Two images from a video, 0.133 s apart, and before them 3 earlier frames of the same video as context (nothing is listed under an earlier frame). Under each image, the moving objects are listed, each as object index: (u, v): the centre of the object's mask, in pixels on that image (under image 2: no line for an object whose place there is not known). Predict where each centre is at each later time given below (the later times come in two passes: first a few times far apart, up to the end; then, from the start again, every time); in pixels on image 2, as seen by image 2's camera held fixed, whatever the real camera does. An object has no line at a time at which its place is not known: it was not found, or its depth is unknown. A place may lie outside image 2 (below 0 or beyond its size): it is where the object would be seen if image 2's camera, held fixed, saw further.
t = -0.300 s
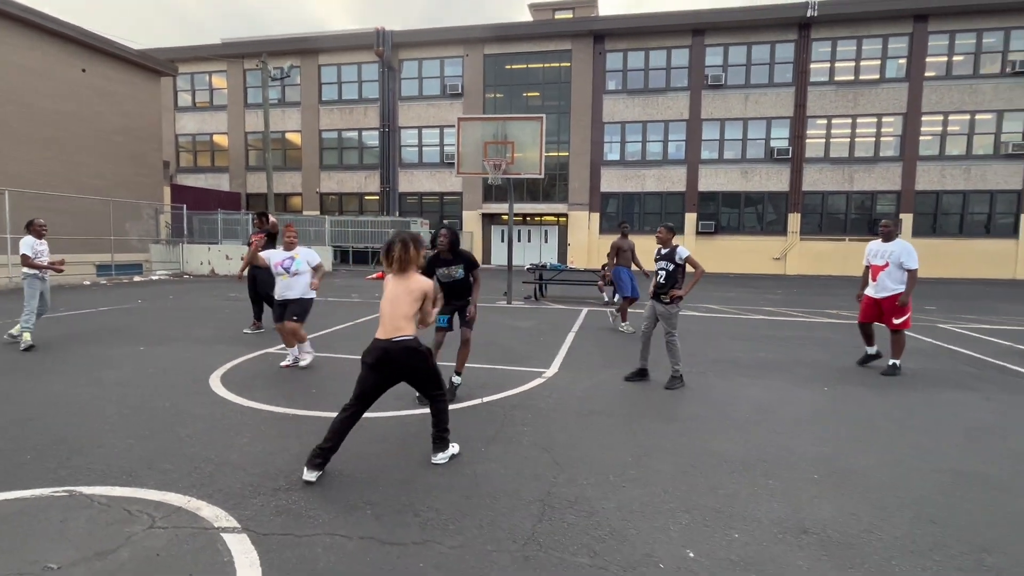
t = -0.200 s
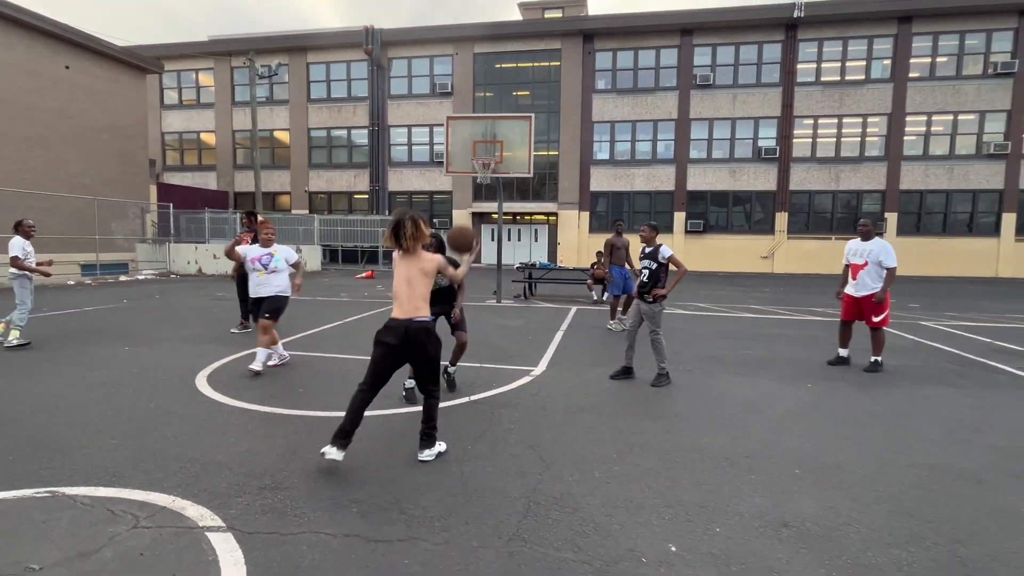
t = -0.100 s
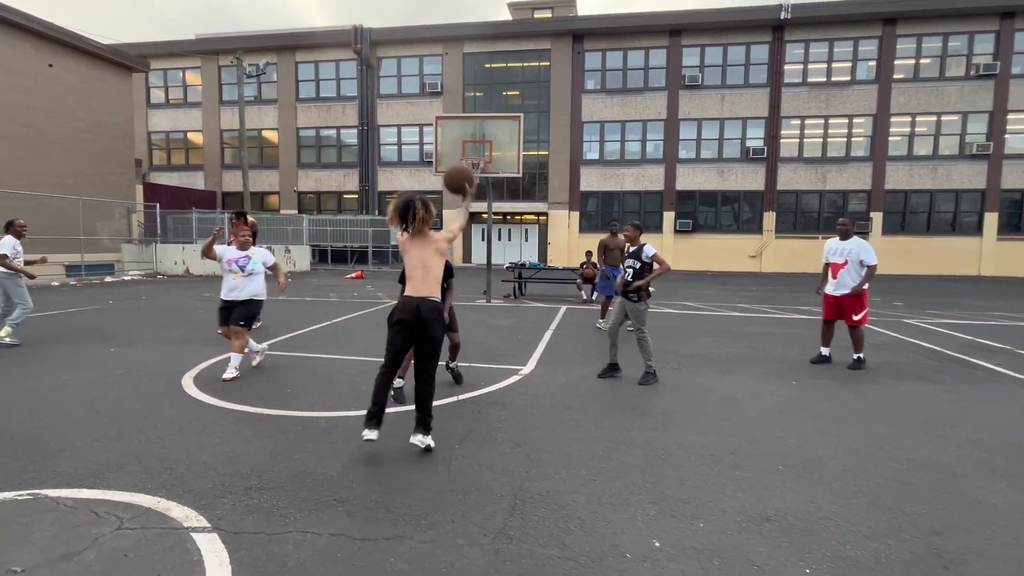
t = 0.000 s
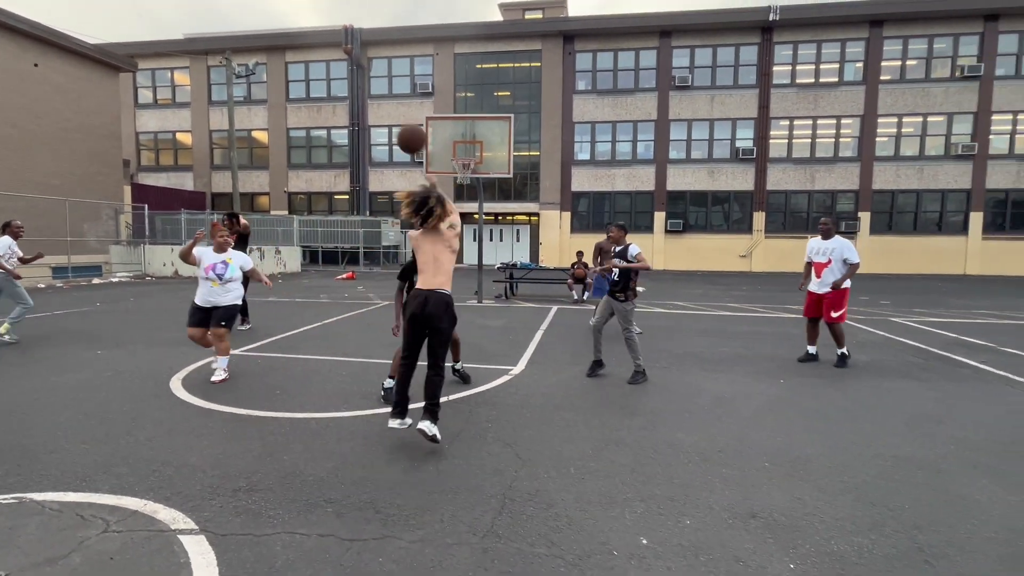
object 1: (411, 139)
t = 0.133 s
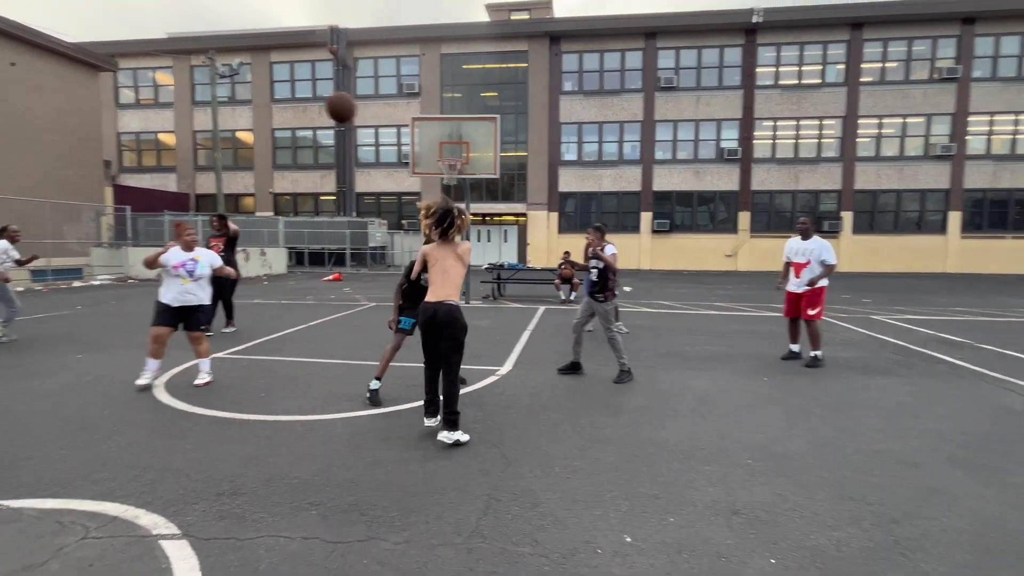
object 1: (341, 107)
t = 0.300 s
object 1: (274, 99)
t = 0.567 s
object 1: (179, 152)
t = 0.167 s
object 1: (327, 103)
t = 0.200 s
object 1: (314, 100)
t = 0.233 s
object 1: (301, 99)
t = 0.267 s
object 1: (287, 98)
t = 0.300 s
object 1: (274, 99)
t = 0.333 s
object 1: (261, 101)
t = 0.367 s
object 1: (250, 105)
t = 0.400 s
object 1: (237, 109)
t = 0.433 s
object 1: (225, 115)
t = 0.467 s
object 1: (214, 123)
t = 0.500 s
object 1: (202, 132)
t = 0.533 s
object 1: (191, 141)
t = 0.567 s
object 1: (179, 152)
